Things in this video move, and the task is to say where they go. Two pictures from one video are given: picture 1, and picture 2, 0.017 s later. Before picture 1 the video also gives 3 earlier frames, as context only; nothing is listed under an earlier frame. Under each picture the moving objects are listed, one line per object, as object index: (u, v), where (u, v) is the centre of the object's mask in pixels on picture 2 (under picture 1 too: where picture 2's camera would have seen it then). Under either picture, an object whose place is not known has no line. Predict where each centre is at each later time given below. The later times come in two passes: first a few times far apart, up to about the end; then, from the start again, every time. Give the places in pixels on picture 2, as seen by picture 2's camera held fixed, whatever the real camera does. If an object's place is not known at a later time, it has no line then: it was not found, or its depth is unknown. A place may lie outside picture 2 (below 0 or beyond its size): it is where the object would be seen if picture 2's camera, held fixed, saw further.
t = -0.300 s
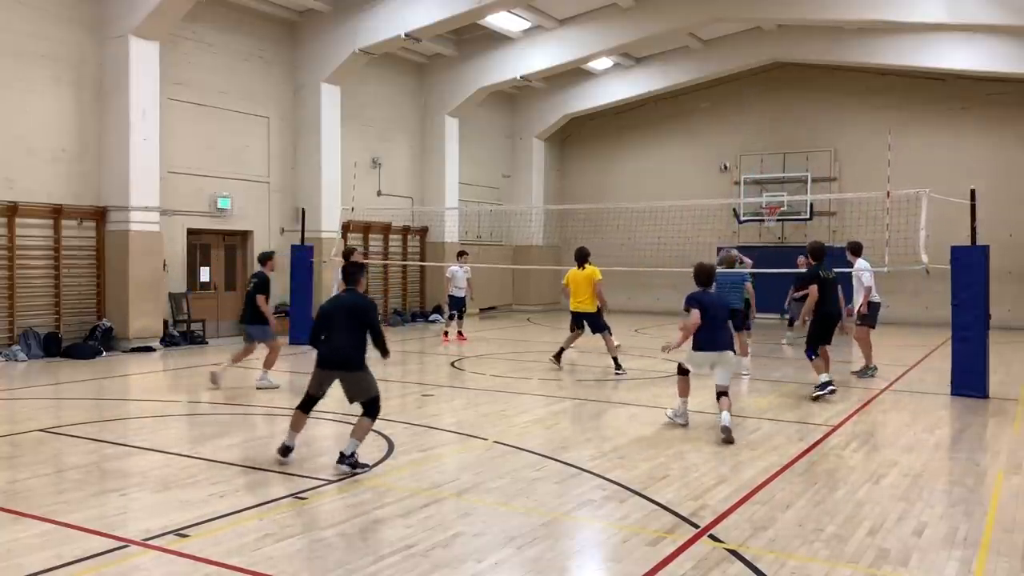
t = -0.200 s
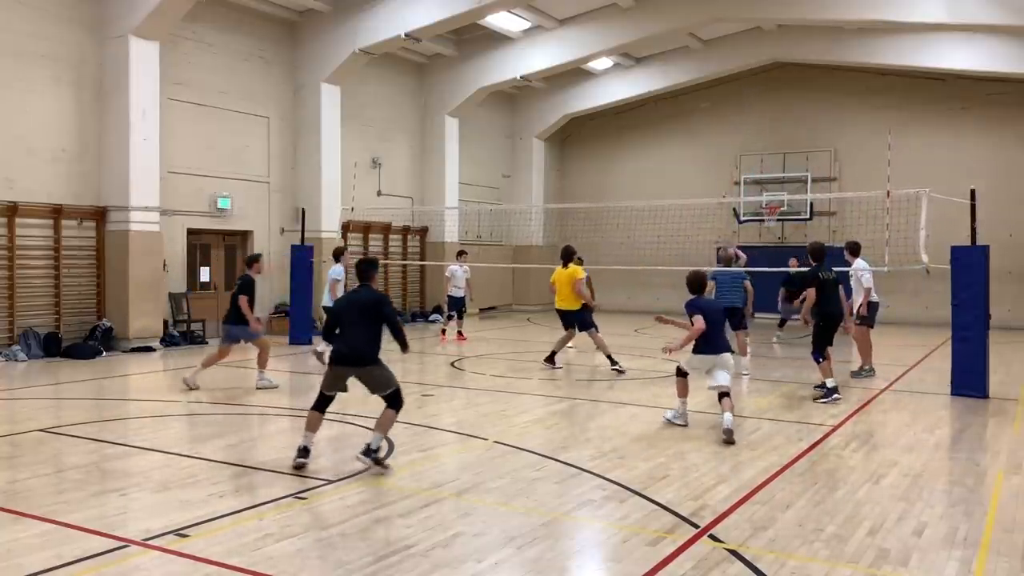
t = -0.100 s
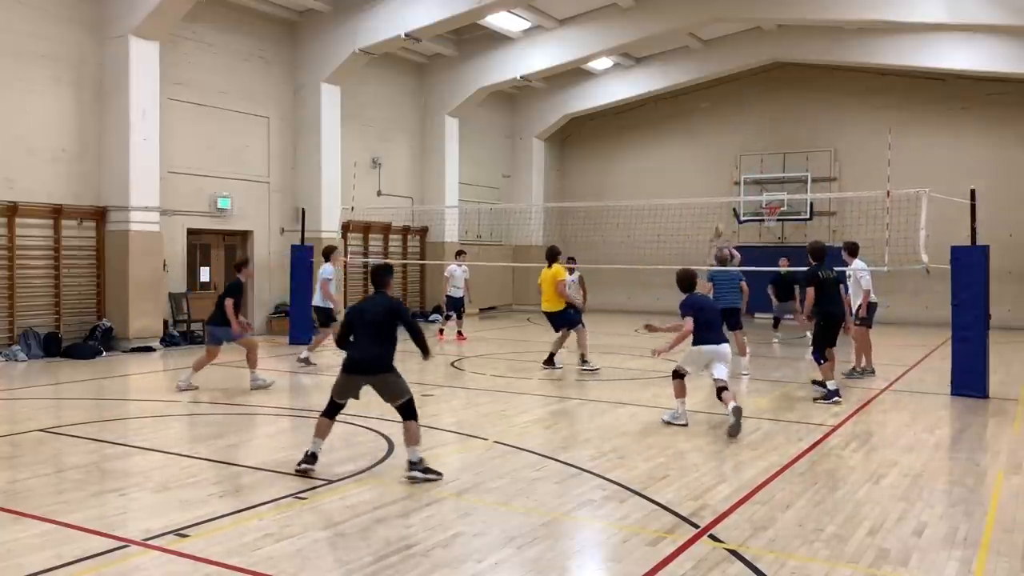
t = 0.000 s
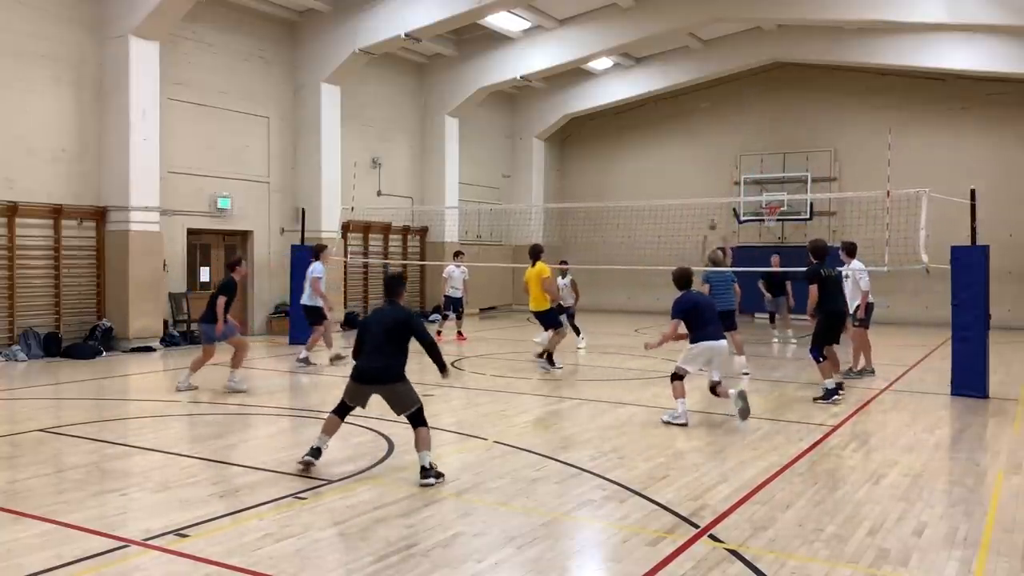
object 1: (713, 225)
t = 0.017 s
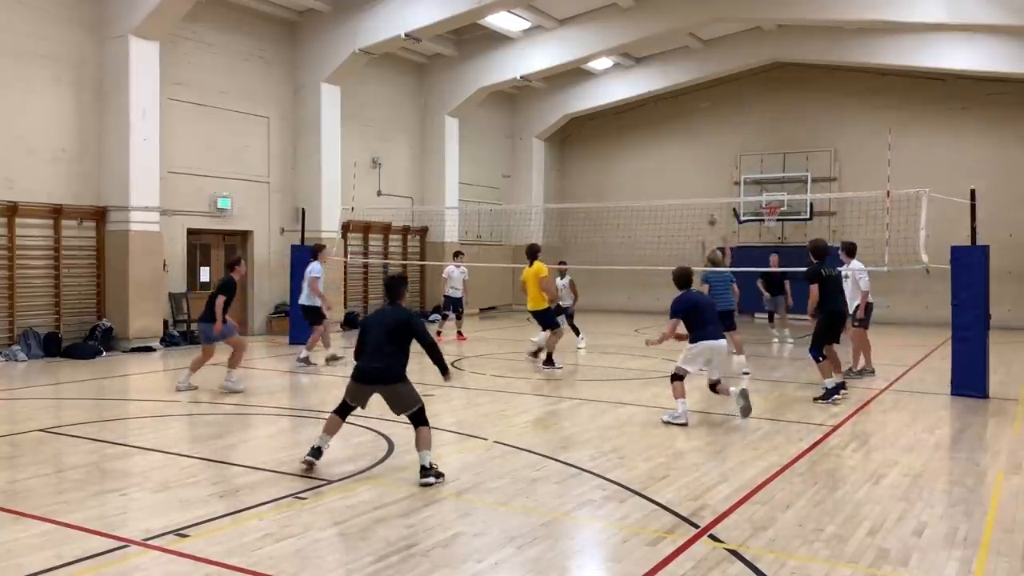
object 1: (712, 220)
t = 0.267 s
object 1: (693, 166)
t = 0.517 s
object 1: (671, 146)
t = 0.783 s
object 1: (639, 176)
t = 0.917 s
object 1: (622, 221)
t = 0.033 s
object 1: (710, 216)
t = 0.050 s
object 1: (709, 211)
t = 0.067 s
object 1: (708, 209)
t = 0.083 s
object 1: (708, 202)
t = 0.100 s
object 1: (706, 196)
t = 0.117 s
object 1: (705, 194)
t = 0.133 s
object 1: (704, 190)
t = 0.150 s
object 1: (703, 187)
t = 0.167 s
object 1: (701, 183)
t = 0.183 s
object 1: (700, 179)
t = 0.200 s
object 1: (699, 176)
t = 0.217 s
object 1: (697, 174)
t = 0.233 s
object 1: (696, 171)
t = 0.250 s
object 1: (694, 168)
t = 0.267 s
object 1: (693, 166)
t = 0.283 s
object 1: (692, 163)
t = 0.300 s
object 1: (690, 161)
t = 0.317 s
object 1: (689, 159)
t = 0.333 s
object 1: (688, 157)
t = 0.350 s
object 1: (686, 155)
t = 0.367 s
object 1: (685, 153)
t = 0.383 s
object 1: (684, 152)
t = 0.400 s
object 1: (682, 150)
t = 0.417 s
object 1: (680, 149)
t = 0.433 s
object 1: (678, 148)
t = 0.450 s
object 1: (677, 147)
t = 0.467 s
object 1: (675, 147)
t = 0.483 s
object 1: (674, 146)
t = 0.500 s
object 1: (672, 146)
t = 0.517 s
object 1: (671, 146)
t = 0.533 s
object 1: (669, 146)
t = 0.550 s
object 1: (667, 146)
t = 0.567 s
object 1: (665, 147)
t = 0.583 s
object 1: (663, 148)
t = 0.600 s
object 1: (661, 148)
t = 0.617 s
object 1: (660, 150)
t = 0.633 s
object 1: (658, 152)
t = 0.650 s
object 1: (656, 153)
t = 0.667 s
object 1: (654, 155)
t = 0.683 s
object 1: (652, 158)
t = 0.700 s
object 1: (650, 160)
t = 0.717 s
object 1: (648, 162)
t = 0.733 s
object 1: (646, 166)
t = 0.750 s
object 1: (644, 169)
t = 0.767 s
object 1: (641, 173)
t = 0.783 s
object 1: (639, 176)
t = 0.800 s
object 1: (637, 180)
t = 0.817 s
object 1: (635, 183)
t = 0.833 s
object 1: (632, 191)
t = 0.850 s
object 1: (630, 196)
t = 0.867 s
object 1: (629, 202)
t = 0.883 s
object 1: (627, 208)
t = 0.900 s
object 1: (625, 214)
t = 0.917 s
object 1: (622, 221)
